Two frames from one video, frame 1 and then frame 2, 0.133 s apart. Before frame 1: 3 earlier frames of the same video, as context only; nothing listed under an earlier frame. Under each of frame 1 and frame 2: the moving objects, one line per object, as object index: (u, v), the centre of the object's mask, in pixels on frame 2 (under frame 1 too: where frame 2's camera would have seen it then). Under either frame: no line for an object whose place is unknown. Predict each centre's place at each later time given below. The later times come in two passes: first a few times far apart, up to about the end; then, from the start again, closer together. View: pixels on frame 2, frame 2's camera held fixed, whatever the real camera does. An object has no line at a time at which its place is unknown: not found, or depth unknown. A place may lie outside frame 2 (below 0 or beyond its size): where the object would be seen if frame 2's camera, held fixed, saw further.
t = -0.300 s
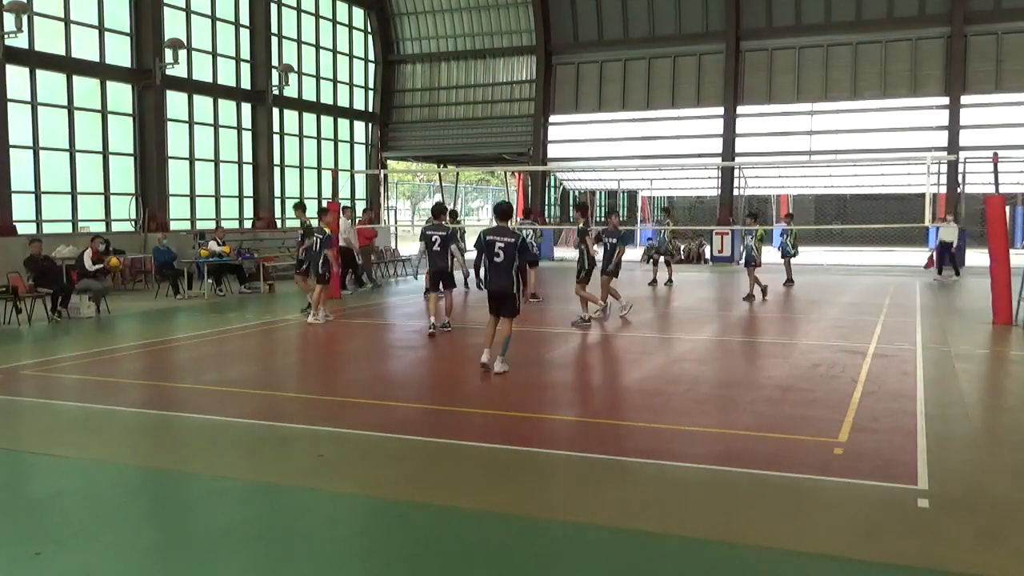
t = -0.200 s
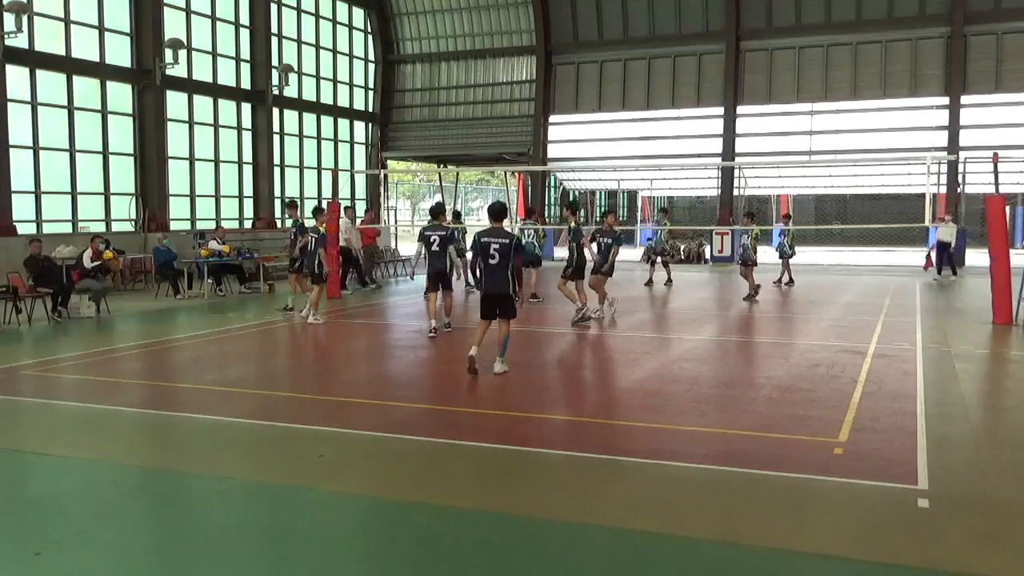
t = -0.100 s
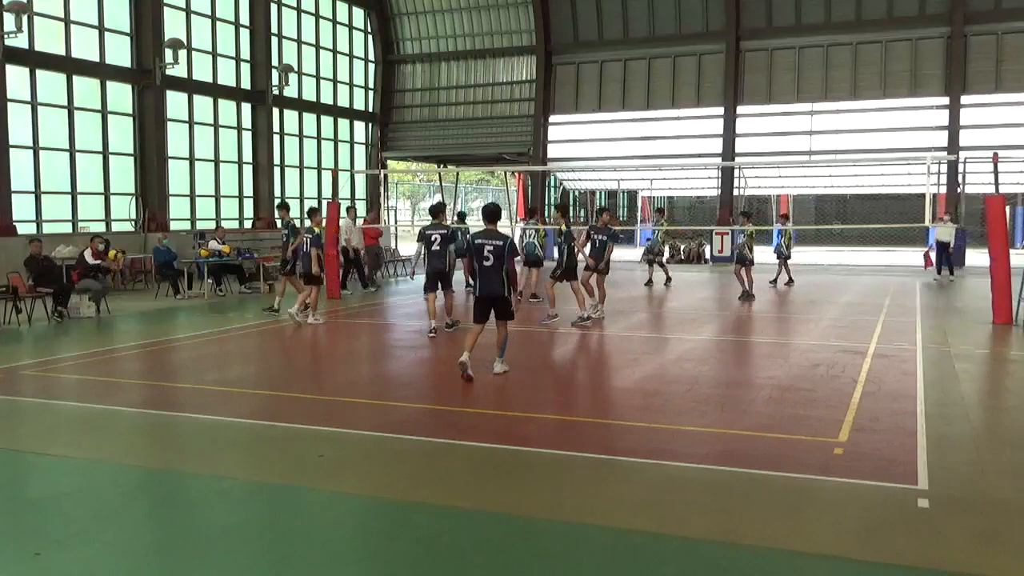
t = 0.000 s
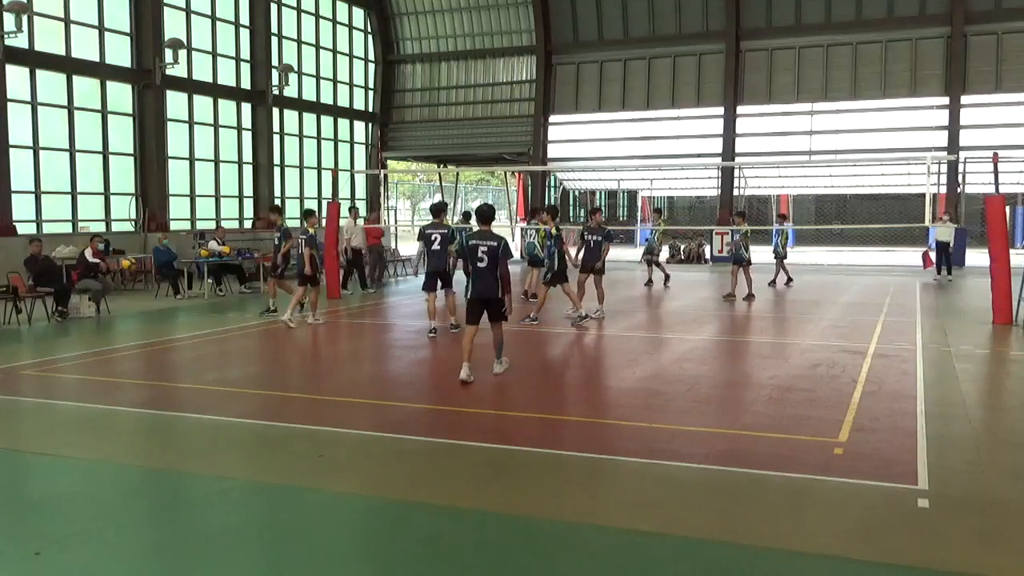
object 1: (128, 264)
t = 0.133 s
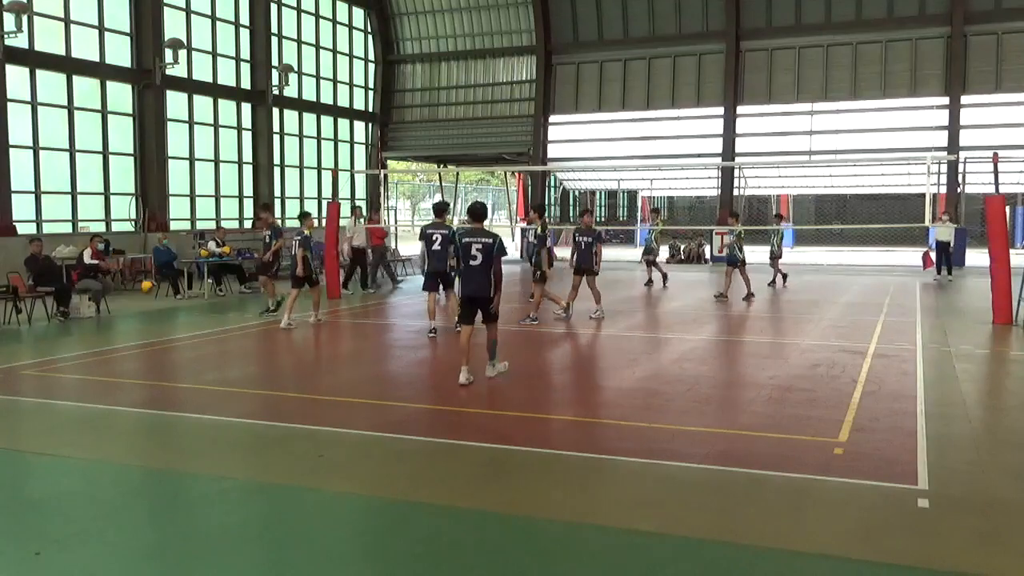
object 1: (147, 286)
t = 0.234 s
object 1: (163, 310)
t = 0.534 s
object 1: (184, 288)
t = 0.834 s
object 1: (201, 304)
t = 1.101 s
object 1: (218, 315)
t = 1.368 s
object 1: (237, 314)
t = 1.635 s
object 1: (257, 337)
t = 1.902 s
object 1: (278, 334)
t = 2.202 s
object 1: (305, 346)
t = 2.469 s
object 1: (330, 373)
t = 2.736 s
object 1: (356, 367)
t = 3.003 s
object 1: (385, 379)
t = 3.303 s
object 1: (420, 395)
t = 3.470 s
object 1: (441, 409)
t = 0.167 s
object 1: (152, 294)
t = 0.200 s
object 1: (159, 301)
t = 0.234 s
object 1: (163, 310)
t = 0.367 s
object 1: (175, 305)
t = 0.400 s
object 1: (177, 300)
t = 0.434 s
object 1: (179, 296)
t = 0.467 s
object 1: (181, 292)
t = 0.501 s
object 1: (182, 290)
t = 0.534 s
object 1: (184, 288)
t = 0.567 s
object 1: (185, 287)
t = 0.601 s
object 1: (187, 285)
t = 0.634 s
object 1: (190, 287)
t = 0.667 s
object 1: (192, 287)
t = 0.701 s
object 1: (194, 288)
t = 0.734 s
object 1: (193, 291)
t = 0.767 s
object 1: (197, 295)
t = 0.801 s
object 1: (199, 300)
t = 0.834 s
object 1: (201, 304)
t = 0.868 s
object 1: (204, 313)
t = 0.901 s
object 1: (206, 319)
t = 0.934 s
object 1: (209, 327)
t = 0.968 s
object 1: (210, 335)
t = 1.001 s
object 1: (213, 329)
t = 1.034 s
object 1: (214, 324)
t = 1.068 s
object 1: (217, 319)
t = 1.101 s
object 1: (218, 315)
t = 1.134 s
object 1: (221, 312)
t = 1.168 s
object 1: (223, 309)
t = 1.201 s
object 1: (225, 308)
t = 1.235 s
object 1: (227, 307)
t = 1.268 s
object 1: (230, 307)
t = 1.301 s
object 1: (232, 309)
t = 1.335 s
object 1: (235, 310)
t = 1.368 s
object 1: (237, 314)
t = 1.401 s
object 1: (239, 318)
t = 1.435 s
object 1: (242, 323)
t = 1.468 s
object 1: (245, 328)
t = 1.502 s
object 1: (247, 337)
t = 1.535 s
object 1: (250, 344)
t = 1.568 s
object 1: (253, 345)
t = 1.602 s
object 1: (255, 340)
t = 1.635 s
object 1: (257, 337)
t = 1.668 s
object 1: (260, 333)
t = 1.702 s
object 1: (262, 330)
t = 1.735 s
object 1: (265, 328)
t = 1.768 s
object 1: (267, 327)
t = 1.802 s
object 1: (270, 328)
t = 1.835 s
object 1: (273, 329)
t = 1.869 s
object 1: (277, 331)
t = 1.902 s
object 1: (278, 334)
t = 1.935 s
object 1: (282, 339)
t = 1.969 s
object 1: (285, 344)
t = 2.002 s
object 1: (288, 350)
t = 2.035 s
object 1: (290, 358)
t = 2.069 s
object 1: (293, 359)
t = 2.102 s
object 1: (297, 355)
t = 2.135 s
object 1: (299, 351)
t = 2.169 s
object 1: (302, 348)
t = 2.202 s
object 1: (305, 346)
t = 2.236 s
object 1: (308, 346)
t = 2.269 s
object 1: (311, 346)
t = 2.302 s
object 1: (314, 347)
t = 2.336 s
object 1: (316, 350)
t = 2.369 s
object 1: (320, 355)
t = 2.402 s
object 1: (324, 359)
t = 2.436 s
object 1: (327, 365)
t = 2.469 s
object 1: (330, 373)
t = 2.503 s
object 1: (332, 371)
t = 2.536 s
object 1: (337, 367)
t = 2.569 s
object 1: (340, 363)
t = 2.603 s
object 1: (343, 362)
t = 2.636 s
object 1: (345, 362)
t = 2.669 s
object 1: (350, 362)
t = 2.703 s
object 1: (353, 365)
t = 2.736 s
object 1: (356, 367)
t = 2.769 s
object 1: (360, 372)
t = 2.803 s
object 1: (363, 378)
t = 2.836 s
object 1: (367, 385)
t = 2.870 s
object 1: (371, 384)
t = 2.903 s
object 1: (374, 381)
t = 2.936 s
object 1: (377, 379)
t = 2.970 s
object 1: (382, 379)
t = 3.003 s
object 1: (385, 379)
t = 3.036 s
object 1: (389, 381)
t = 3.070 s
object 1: (393, 384)
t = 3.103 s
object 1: (396, 389)
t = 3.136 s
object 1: (401, 395)
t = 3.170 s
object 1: (405, 398)
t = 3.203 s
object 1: (409, 395)
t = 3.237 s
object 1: (411, 394)
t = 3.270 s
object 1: (416, 393)
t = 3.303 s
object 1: (420, 395)
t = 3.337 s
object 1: (424, 397)
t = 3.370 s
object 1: (429, 401)
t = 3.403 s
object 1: (432, 406)
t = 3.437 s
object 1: (437, 411)
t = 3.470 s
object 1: (441, 409)
